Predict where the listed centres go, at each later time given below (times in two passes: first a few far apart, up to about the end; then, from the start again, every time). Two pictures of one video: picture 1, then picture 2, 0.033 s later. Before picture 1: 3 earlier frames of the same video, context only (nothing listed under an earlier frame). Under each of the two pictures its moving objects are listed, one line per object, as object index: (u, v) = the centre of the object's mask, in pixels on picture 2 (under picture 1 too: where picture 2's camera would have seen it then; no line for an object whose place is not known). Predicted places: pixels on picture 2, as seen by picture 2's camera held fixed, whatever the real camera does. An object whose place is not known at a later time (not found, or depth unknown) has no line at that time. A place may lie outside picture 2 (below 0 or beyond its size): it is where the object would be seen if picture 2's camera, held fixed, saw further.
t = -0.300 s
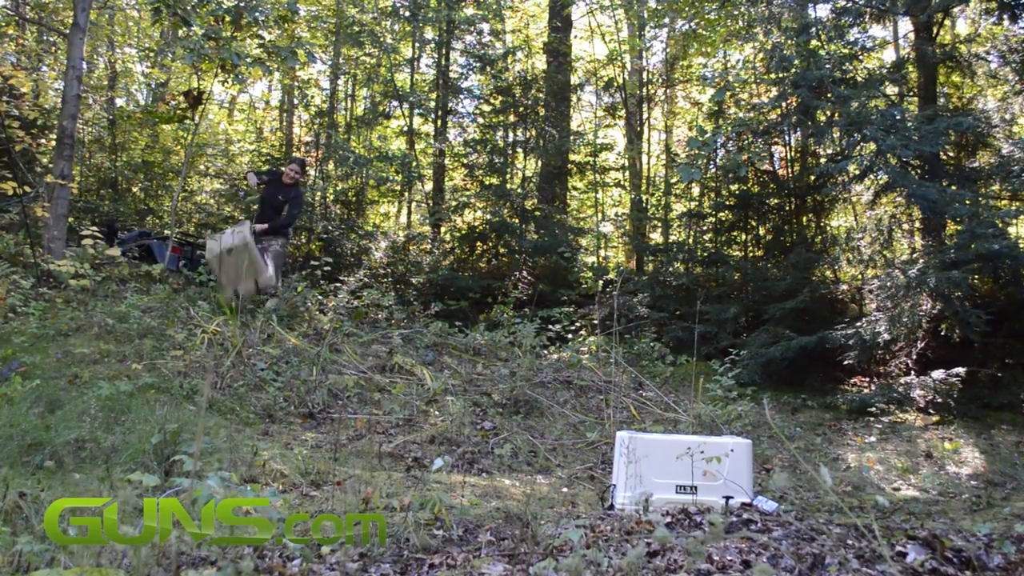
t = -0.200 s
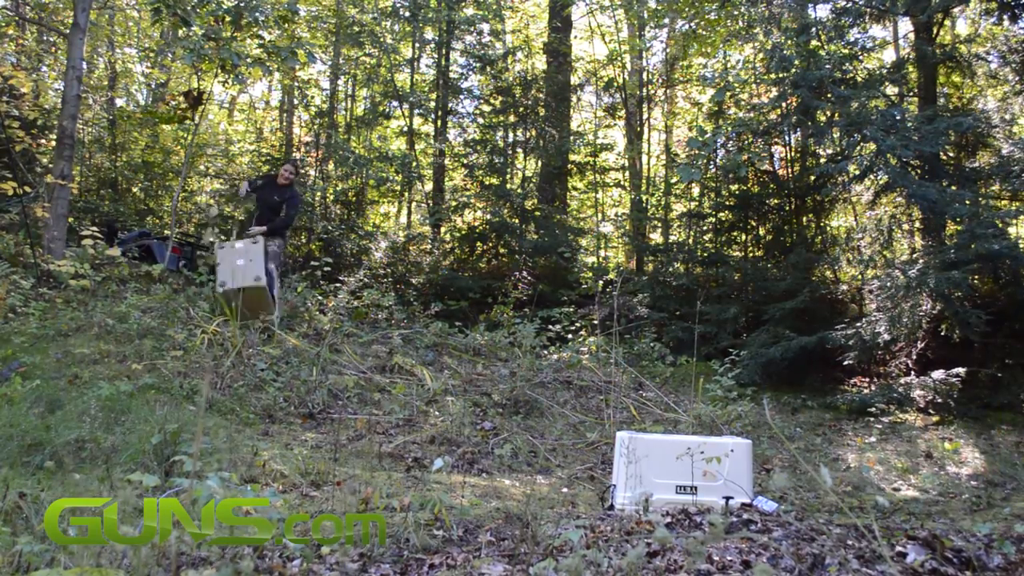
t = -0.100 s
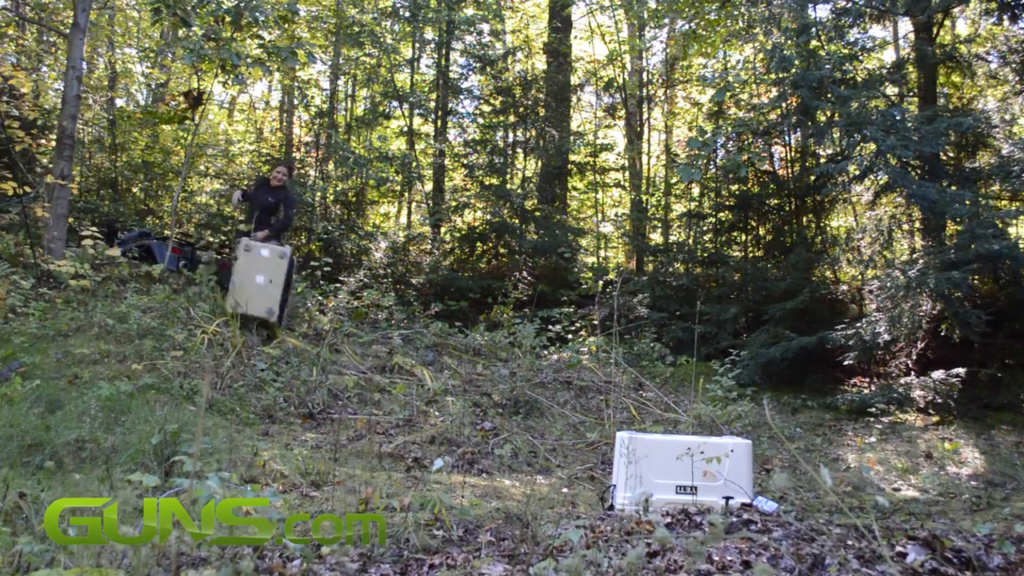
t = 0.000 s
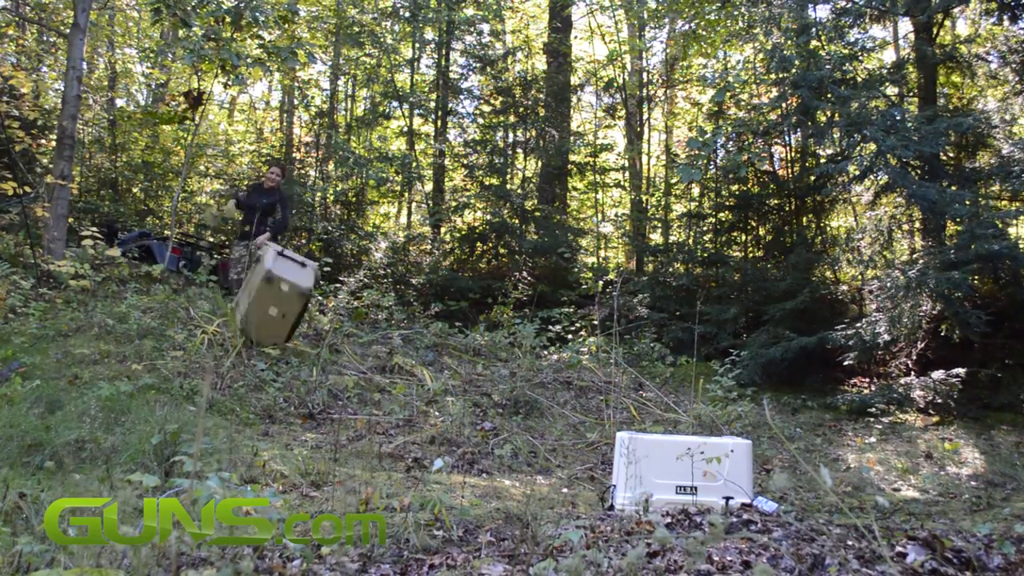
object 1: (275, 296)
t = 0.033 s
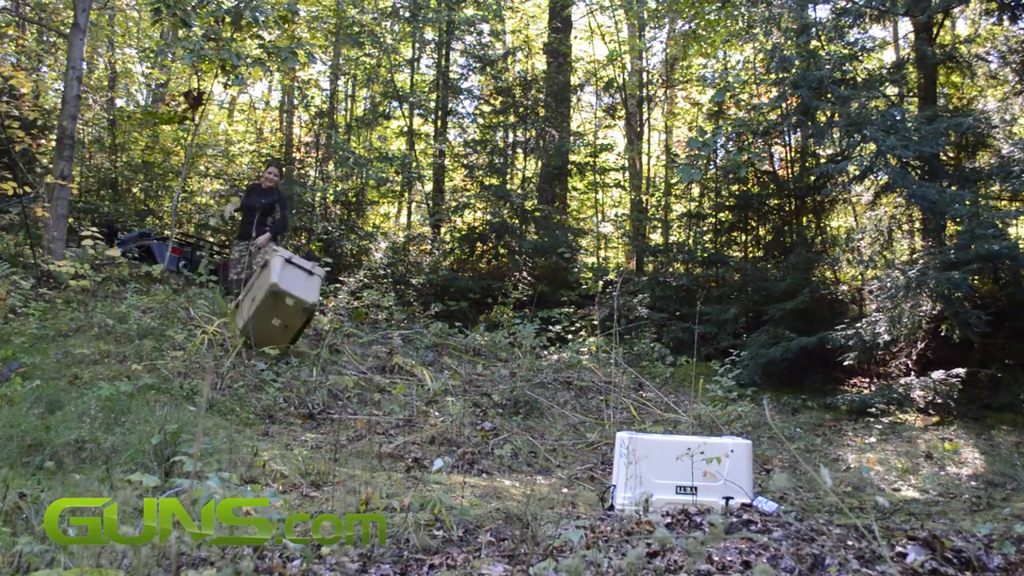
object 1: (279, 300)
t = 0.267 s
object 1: (305, 331)
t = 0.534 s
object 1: (343, 360)
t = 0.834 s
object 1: (403, 371)
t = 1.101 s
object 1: (459, 417)
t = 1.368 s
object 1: (501, 406)
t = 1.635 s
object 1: (556, 421)
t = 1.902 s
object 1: (582, 423)
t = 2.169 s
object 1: (574, 424)
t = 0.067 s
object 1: (283, 301)
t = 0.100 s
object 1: (286, 303)
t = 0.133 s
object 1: (292, 301)
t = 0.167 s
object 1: (294, 308)
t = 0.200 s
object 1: (297, 319)
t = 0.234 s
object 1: (301, 325)
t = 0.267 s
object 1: (305, 331)
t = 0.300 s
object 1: (308, 333)
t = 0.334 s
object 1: (314, 335)
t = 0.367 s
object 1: (319, 342)
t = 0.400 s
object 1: (324, 345)
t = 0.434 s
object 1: (327, 349)
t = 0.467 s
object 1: (331, 354)
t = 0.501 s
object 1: (337, 356)
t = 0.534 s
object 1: (343, 360)
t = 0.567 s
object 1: (349, 370)
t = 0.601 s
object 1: (356, 383)
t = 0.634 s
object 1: (362, 388)
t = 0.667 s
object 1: (369, 383)
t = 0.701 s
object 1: (377, 377)
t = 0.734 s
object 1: (383, 374)
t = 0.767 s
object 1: (390, 371)
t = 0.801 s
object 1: (396, 370)
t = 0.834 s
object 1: (403, 371)
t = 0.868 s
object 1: (409, 373)
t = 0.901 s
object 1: (416, 376)
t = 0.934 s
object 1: (424, 381)
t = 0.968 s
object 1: (432, 390)
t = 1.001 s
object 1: (438, 398)
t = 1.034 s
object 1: (445, 403)
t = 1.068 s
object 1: (451, 407)
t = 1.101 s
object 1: (459, 417)
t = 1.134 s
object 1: (465, 424)
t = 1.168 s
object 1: (471, 422)
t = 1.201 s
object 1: (475, 417)
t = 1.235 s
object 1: (480, 412)
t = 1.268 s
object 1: (484, 409)
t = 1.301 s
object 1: (489, 407)
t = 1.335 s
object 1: (494, 406)
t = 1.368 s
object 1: (501, 406)
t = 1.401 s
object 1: (506, 407)
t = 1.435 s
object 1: (513, 411)
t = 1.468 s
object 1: (521, 415)
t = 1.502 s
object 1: (527, 420)
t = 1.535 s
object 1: (535, 420)
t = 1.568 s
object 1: (540, 419)
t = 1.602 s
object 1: (549, 420)
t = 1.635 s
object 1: (556, 421)
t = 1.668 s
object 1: (563, 422)
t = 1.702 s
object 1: (570, 424)
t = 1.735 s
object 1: (574, 423)
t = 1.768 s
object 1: (581, 416)
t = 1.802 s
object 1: (583, 416)
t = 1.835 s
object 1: (583, 422)
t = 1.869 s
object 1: (582, 423)
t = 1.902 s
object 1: (582, 423)
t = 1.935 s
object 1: (581, 423)
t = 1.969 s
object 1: (580, 423)
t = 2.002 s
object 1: (578, 423)
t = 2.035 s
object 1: (577, 424)
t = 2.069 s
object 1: (576, 423)
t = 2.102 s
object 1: (575, 424)
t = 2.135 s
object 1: (574, 424)
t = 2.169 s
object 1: (574, 424)
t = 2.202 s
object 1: (573, 424)
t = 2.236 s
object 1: (573, 424)
